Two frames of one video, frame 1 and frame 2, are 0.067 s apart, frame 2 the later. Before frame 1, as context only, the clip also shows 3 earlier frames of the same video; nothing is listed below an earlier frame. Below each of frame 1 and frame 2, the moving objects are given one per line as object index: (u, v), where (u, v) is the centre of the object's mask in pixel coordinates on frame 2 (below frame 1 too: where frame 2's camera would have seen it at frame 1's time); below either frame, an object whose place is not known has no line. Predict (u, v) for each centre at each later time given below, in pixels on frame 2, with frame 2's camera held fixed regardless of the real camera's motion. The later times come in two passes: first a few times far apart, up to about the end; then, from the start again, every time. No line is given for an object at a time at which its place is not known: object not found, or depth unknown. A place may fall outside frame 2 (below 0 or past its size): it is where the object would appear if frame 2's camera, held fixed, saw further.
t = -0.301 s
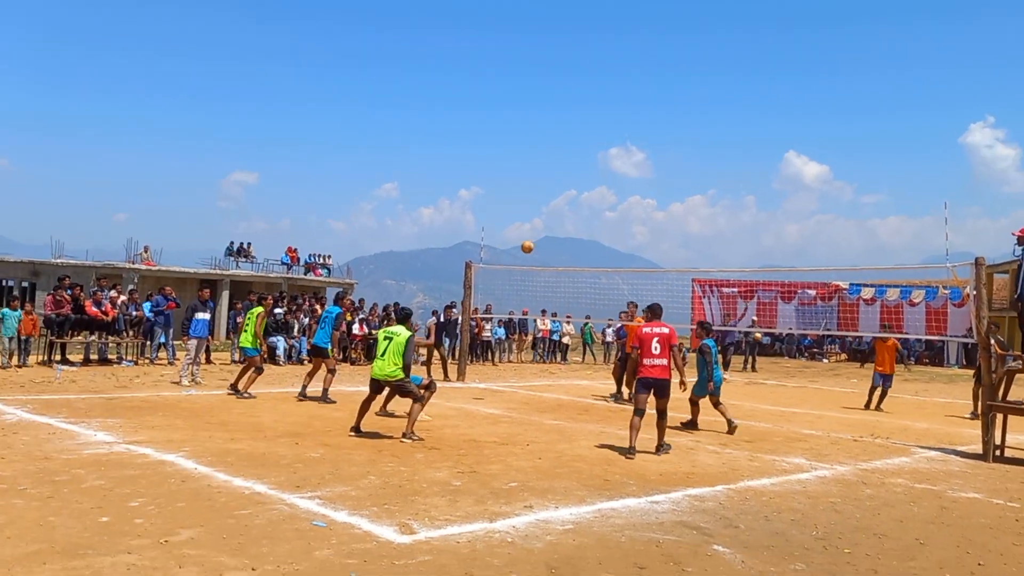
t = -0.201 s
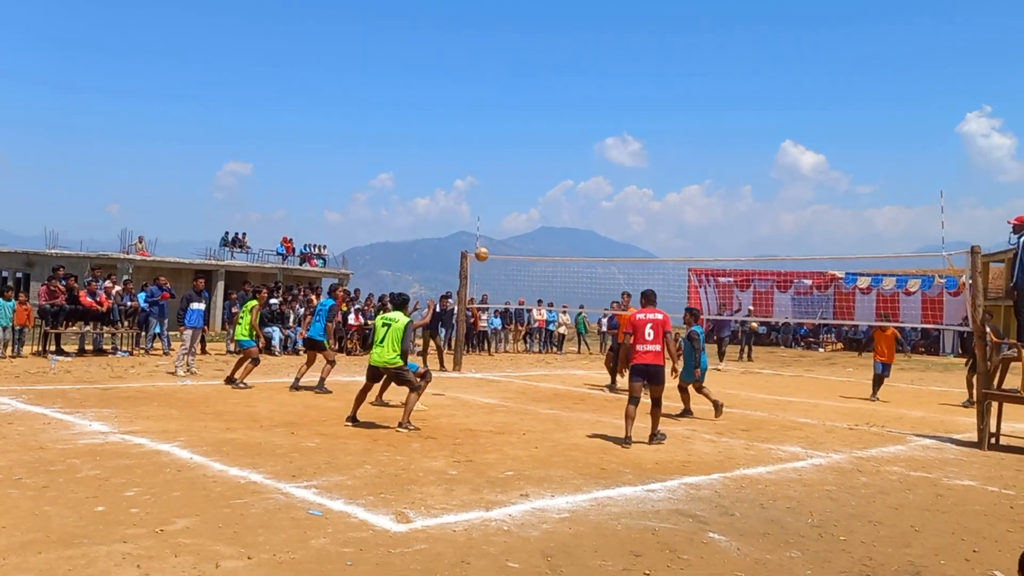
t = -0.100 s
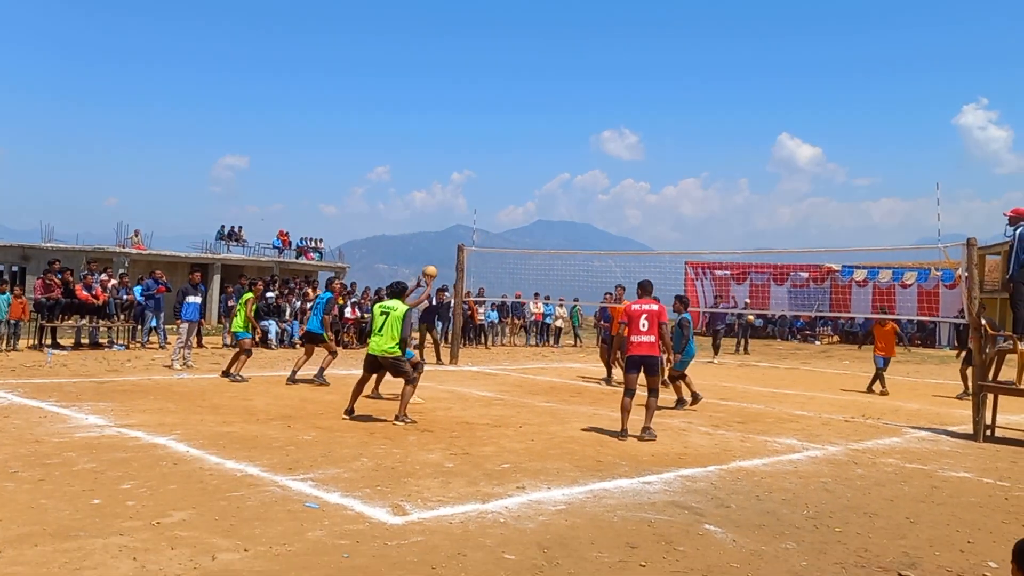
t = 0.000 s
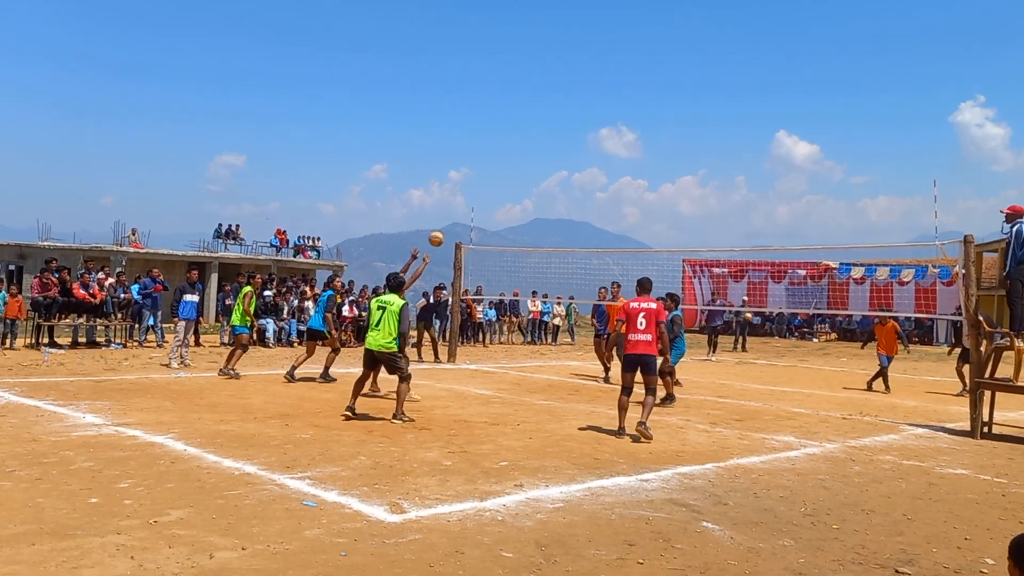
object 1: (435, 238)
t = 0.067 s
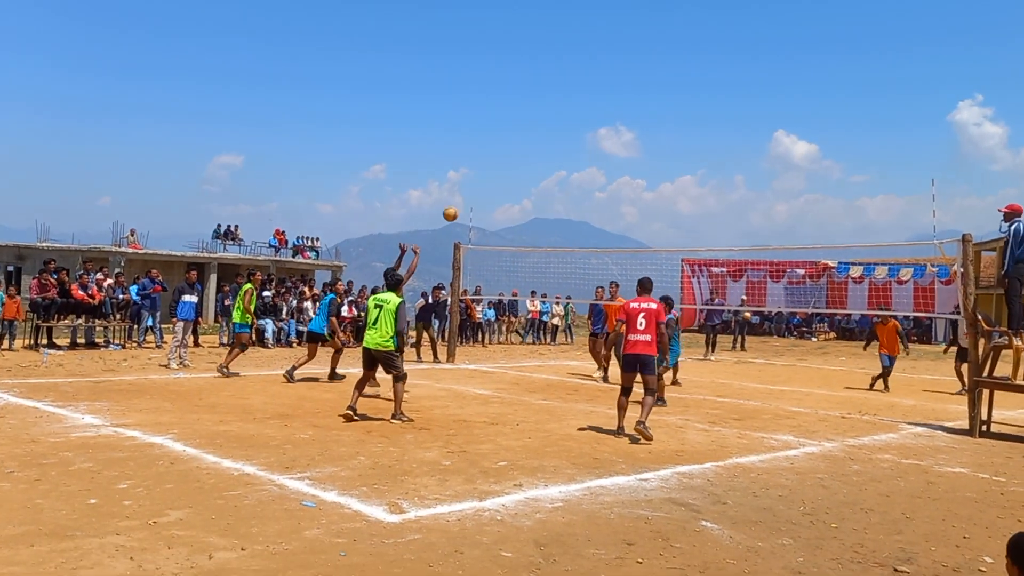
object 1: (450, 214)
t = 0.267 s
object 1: (494, 158)
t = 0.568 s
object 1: (554, 130)
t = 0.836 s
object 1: (600, 156)
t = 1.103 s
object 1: (640, 227)
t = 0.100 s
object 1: (457, 203)
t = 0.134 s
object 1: (465, 192)
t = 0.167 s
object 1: (473, 182)
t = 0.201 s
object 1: (480, 173)
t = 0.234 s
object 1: (487, 165)
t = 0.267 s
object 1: (494, 158)
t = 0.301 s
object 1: (501, 152)
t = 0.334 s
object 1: (508, 146)
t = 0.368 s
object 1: (515, 142)
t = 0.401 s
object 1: (522, 138)
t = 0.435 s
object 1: (528, 135)
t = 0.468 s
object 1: (535, 132)
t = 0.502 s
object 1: (541, 131)
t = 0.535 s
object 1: (547, 130)
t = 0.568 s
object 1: (554, 130)
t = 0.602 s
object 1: (560, 131)
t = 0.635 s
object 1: (566, 132)
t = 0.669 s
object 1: (572, 134)
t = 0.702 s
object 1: (577, 137)
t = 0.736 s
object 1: (583, 141)
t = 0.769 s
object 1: (589, 145)
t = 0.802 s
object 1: (594, 151)
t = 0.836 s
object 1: (600, 156)
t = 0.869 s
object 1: (605, 163)
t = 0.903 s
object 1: (610, 171)
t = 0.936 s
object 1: (615, 178)
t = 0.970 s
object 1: (621, 187)
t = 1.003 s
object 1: (626, 196)
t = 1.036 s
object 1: (630, 206)
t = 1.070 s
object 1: (635, 216)
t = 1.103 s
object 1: (640, 227)
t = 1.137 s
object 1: (645, 239)
